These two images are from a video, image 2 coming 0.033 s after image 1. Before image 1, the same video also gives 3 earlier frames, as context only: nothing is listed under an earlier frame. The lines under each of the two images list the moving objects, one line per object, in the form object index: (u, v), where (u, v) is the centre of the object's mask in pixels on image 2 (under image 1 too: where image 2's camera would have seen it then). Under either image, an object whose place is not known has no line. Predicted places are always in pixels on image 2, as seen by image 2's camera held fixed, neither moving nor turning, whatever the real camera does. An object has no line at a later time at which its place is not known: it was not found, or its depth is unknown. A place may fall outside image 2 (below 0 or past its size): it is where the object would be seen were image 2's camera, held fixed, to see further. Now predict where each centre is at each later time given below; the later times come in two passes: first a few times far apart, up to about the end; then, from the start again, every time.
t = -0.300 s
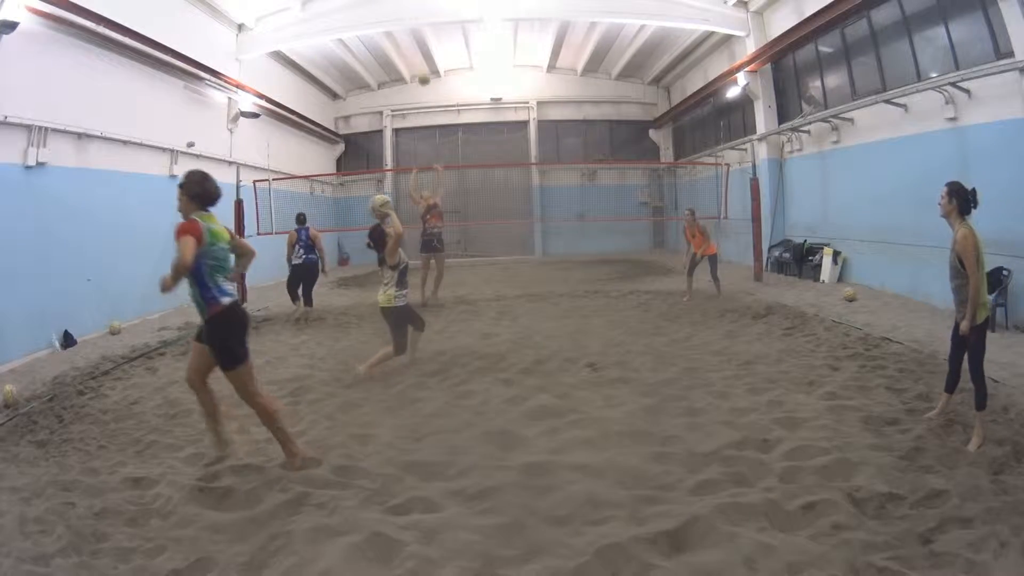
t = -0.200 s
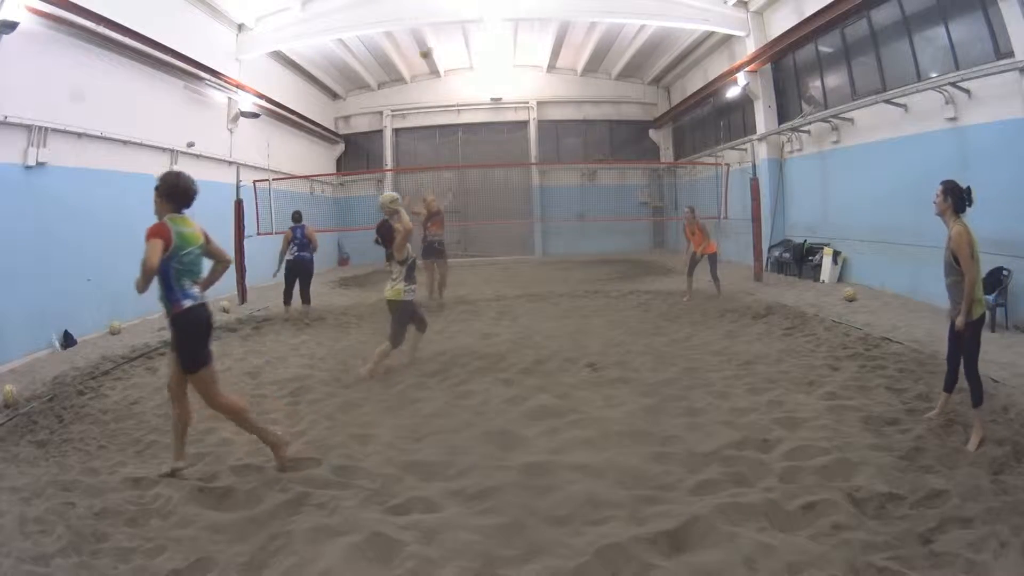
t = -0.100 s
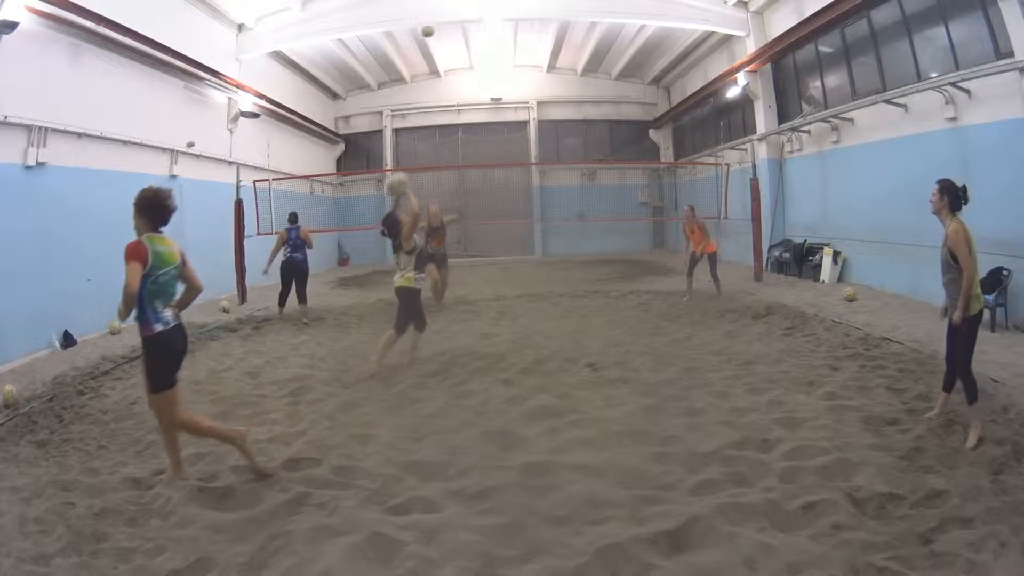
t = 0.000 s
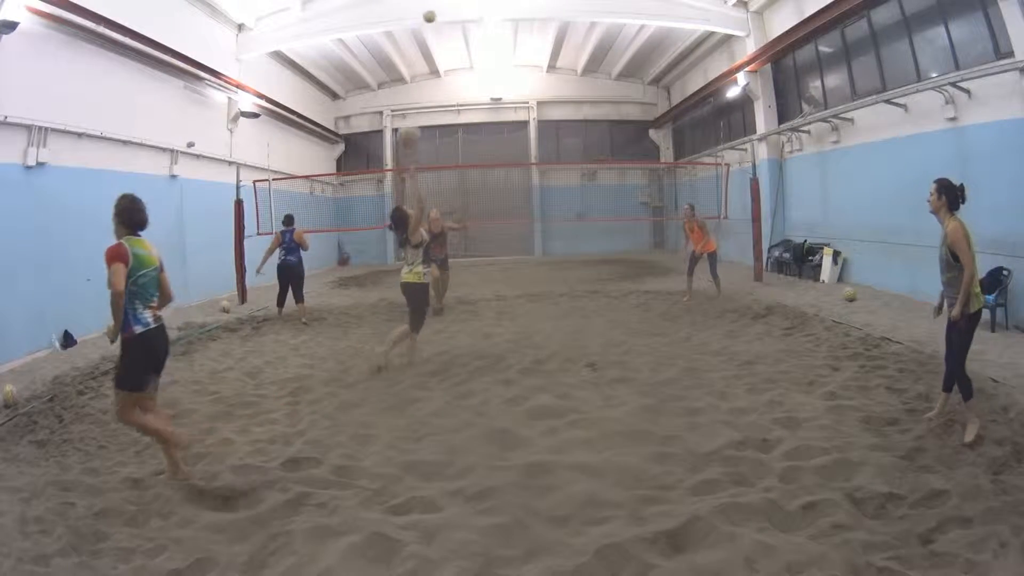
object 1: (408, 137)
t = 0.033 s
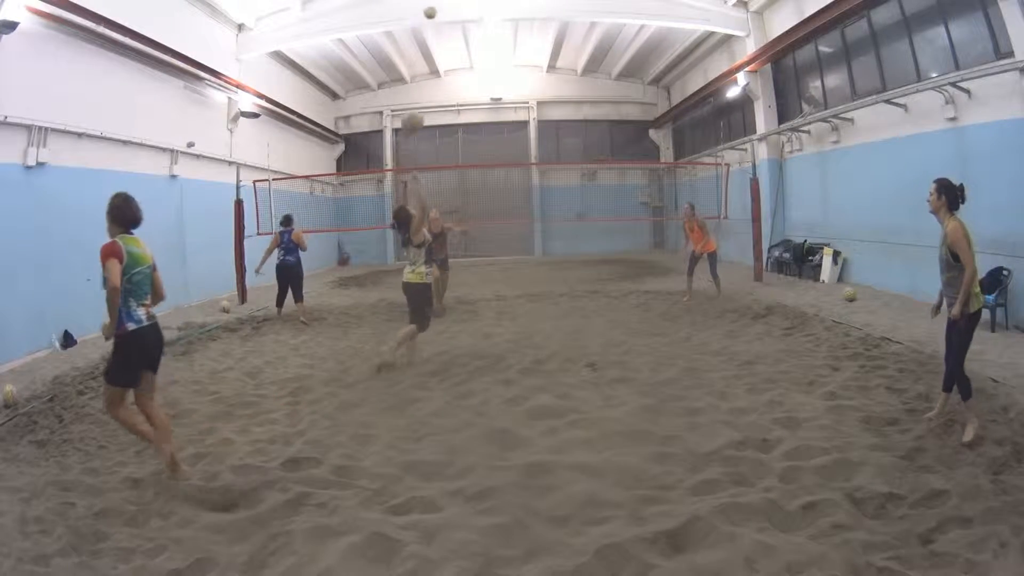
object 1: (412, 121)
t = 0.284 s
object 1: (439, 56)
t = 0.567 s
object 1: (466, 54)
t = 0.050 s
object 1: (415, 115)
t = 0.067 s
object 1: (416, 109)
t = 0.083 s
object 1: (418, 103)
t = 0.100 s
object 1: (420, 97)
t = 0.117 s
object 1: (422, 93)
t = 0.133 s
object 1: (424, 88)
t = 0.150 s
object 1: (425, 83)
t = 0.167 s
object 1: (427, 79)
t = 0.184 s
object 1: (429, 75)
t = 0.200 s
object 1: (431, 71)
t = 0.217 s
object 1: (433, 68)
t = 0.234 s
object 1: (434, 64)
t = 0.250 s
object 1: (436, 61)
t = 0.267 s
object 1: (438, 59)
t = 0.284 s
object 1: (439, 56)
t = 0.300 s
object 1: (441, 54)
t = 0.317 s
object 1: (443, 52)
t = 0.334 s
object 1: (444, 50)
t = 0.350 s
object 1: (446, 49)
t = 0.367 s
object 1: (448, 48)
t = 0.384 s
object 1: (449, 47)
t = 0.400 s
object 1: (451, 47)
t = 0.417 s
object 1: (452, 46)
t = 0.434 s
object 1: (454, 46)
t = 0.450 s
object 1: (455, 46)
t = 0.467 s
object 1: (457, 47)
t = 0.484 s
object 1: (458, 47)
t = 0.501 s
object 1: (460, 48)
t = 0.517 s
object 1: (461, 49)
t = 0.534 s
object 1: (463, 50)
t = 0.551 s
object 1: (464, 52)
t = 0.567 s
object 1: (466, 54)
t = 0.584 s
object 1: (467, 55)
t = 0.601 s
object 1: (469, 58)
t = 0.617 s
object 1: (470, 60)
